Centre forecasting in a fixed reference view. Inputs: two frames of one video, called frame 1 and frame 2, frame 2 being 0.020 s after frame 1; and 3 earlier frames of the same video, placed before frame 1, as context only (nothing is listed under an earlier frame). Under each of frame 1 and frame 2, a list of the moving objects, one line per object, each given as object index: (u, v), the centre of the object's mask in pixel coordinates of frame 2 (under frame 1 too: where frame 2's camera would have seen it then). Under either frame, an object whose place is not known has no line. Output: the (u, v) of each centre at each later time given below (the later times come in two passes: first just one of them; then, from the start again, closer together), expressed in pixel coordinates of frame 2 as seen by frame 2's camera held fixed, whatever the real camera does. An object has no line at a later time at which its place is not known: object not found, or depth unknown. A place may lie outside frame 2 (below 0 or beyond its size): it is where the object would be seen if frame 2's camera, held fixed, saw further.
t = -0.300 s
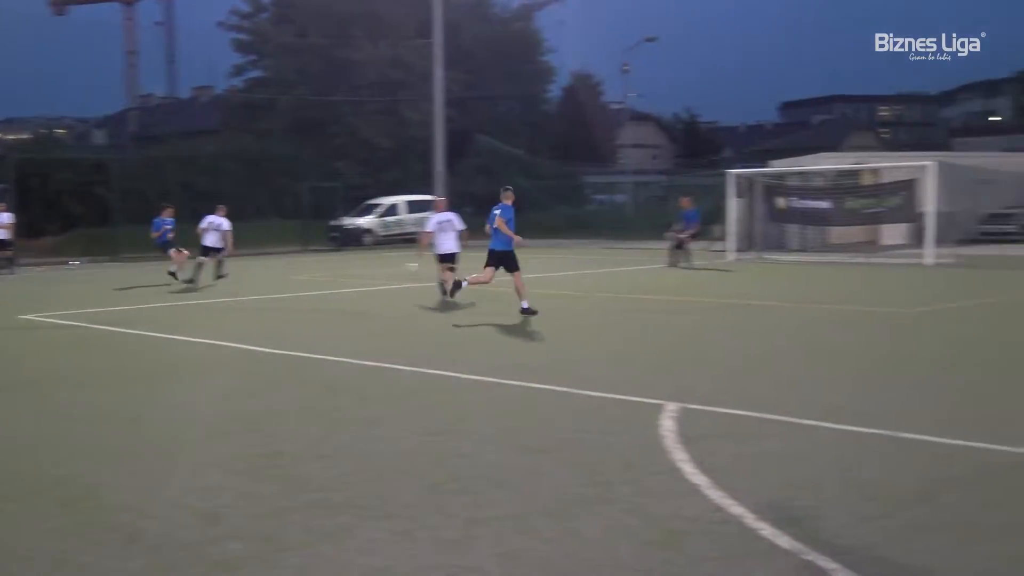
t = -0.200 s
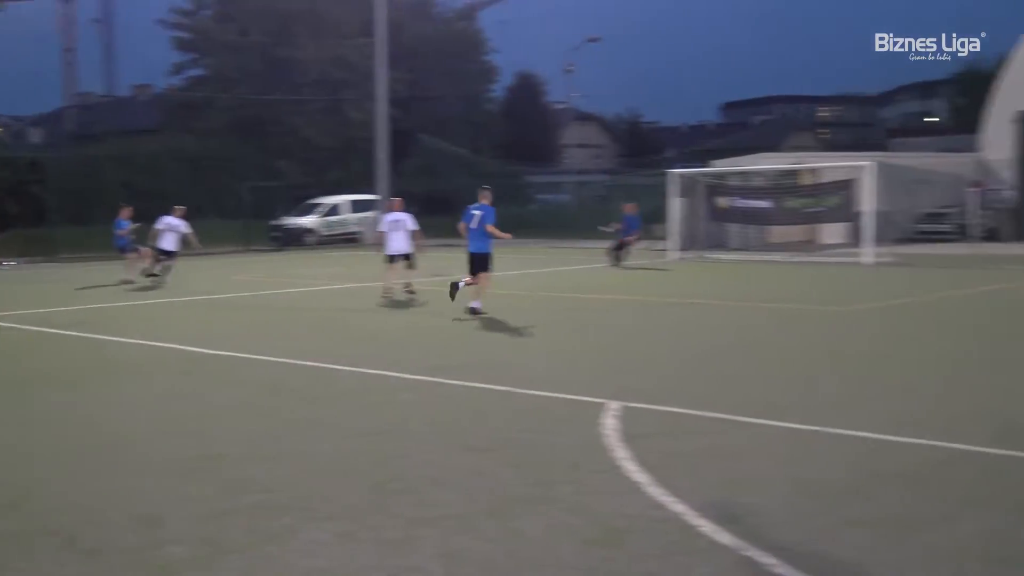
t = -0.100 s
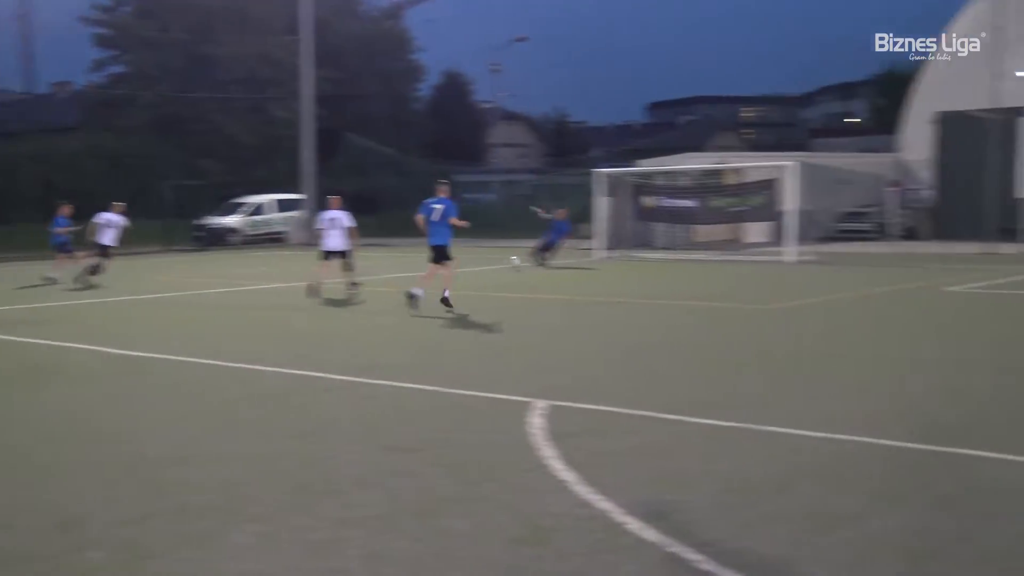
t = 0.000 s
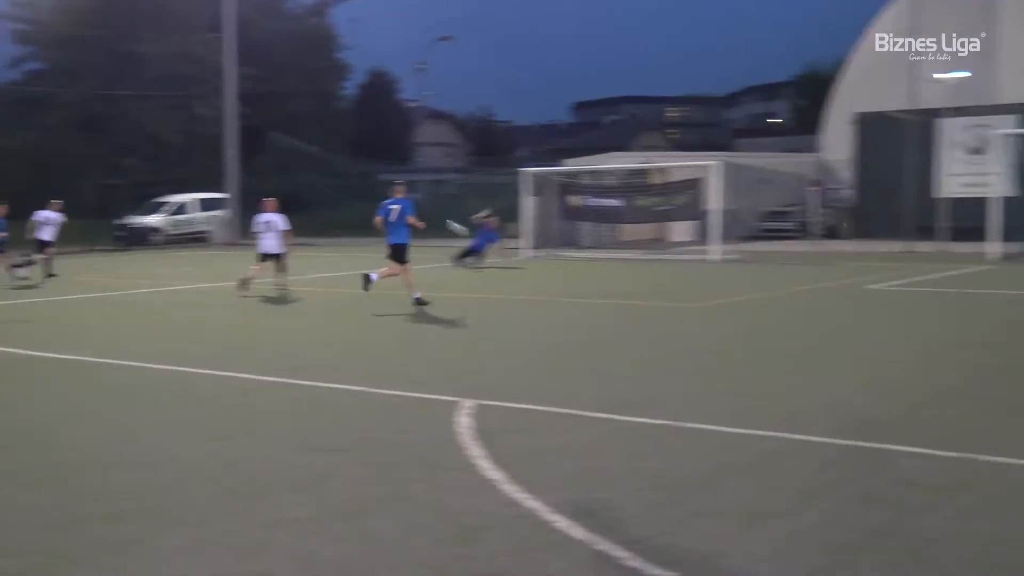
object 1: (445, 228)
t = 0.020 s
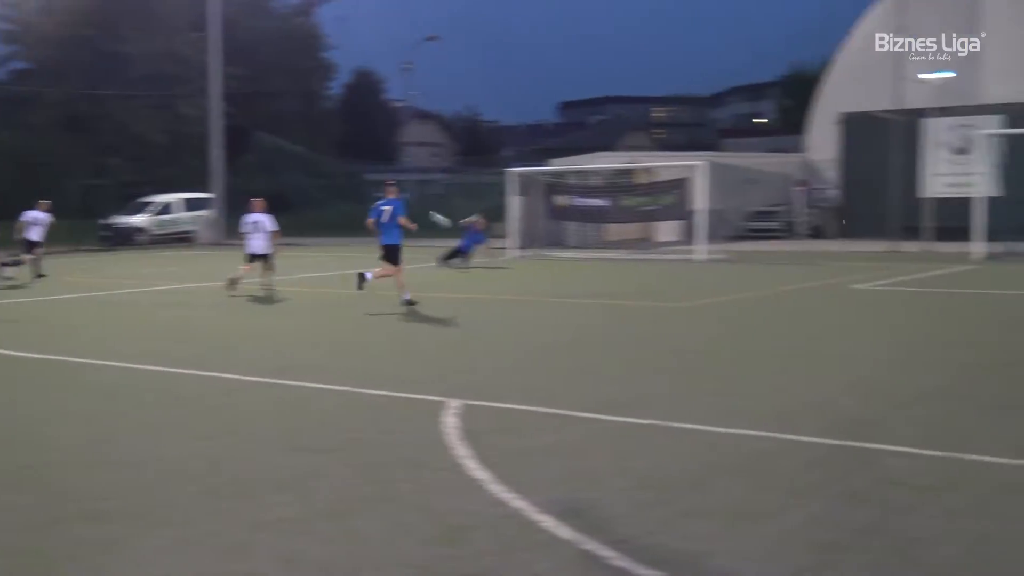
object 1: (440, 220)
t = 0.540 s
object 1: (357, 63)
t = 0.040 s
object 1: (434, 213)
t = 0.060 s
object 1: (430, 205)
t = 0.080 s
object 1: (426, 198)
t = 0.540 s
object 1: (357, 63)
